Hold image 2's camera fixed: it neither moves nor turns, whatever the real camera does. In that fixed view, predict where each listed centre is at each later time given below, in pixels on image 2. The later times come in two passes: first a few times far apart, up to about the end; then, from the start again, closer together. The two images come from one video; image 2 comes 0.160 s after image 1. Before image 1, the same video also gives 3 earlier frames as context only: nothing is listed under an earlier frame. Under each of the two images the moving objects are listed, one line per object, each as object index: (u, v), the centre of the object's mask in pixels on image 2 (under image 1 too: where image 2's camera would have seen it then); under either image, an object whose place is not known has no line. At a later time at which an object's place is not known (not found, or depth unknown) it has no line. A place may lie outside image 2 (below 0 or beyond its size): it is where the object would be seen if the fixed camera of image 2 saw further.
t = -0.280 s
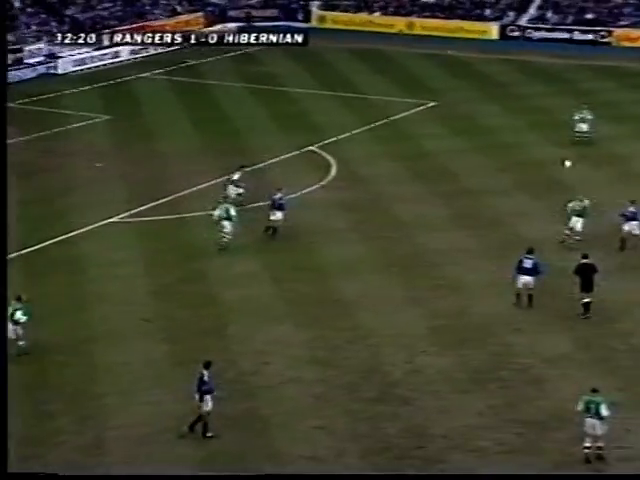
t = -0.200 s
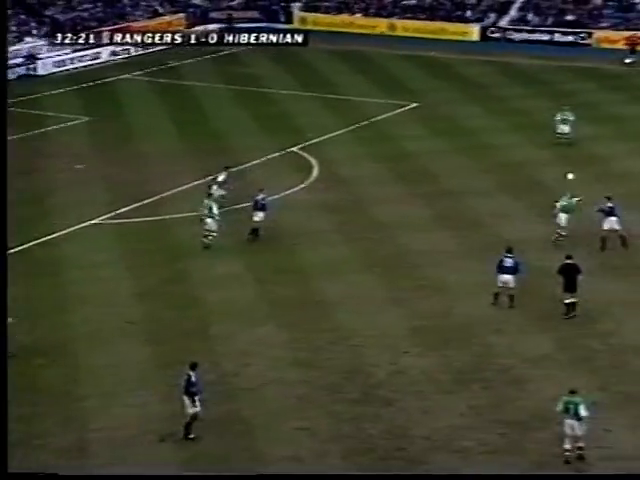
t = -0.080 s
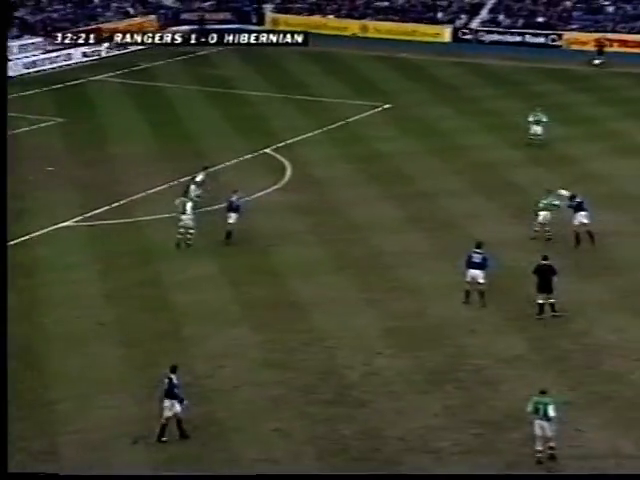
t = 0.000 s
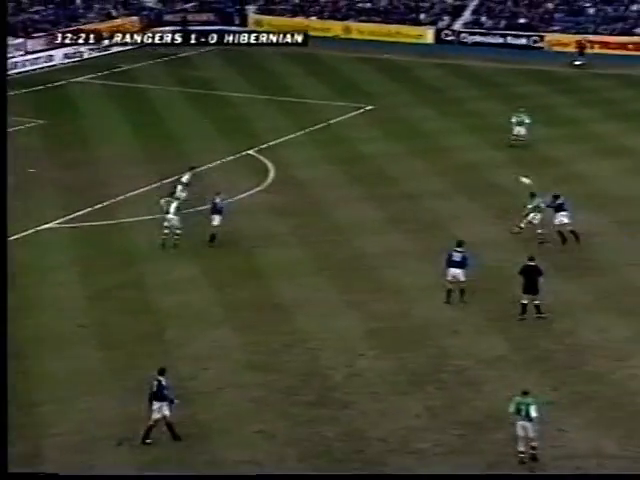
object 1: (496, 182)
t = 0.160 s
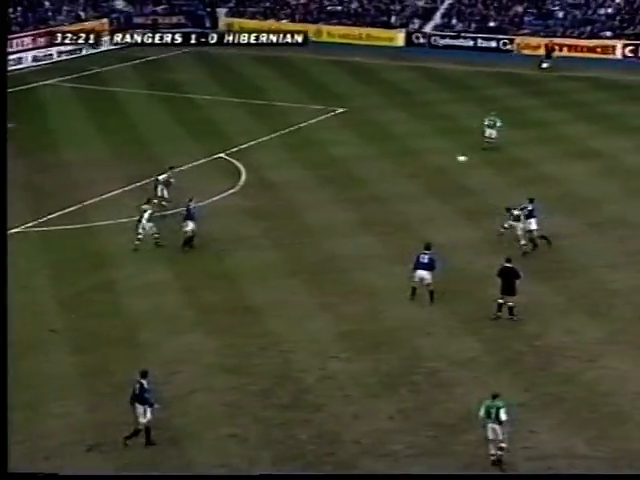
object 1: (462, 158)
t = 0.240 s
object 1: (444, 149)
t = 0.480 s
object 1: (392, 135)
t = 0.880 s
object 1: (311, 151)
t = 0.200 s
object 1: (453, 153)
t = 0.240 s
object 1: (444, 149)
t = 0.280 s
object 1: (435, 146)
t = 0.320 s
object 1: (426, 143)
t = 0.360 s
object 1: (418, 139)
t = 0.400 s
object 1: (410, 138)
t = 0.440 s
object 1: (401, 136)
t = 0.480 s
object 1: (392, 135)
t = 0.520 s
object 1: (384, 134)
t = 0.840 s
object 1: (319, 147)
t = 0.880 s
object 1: (311, 151)
